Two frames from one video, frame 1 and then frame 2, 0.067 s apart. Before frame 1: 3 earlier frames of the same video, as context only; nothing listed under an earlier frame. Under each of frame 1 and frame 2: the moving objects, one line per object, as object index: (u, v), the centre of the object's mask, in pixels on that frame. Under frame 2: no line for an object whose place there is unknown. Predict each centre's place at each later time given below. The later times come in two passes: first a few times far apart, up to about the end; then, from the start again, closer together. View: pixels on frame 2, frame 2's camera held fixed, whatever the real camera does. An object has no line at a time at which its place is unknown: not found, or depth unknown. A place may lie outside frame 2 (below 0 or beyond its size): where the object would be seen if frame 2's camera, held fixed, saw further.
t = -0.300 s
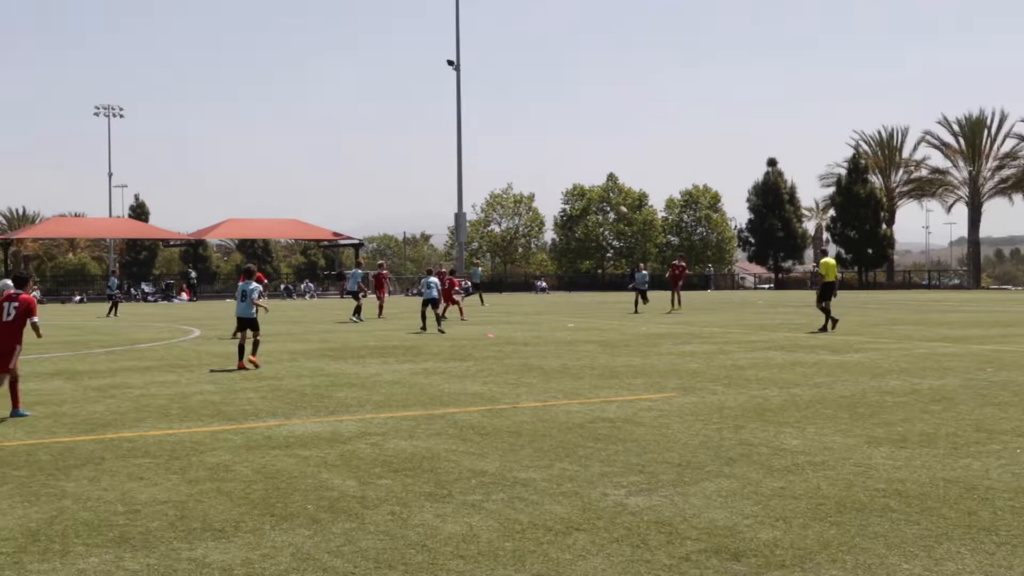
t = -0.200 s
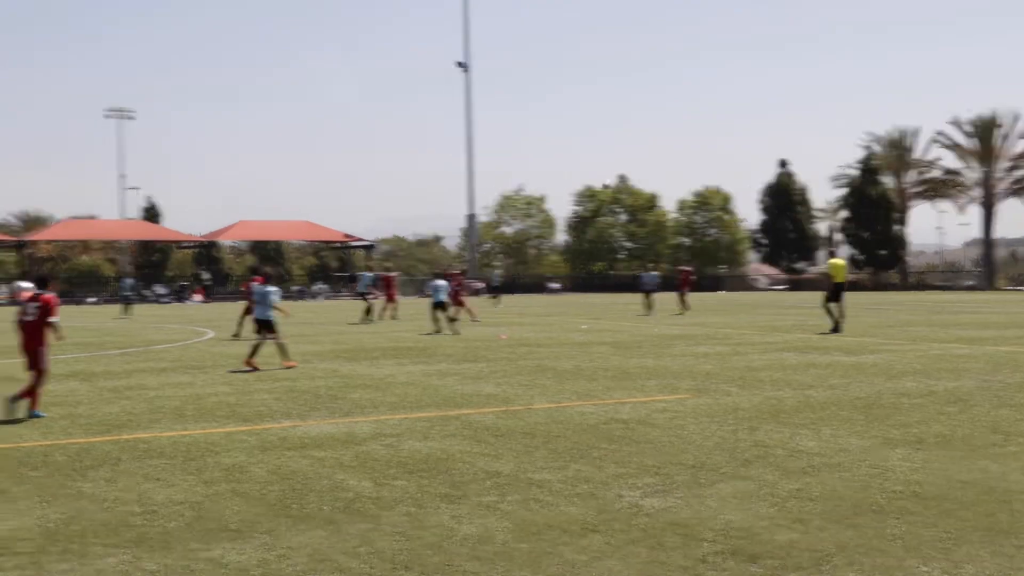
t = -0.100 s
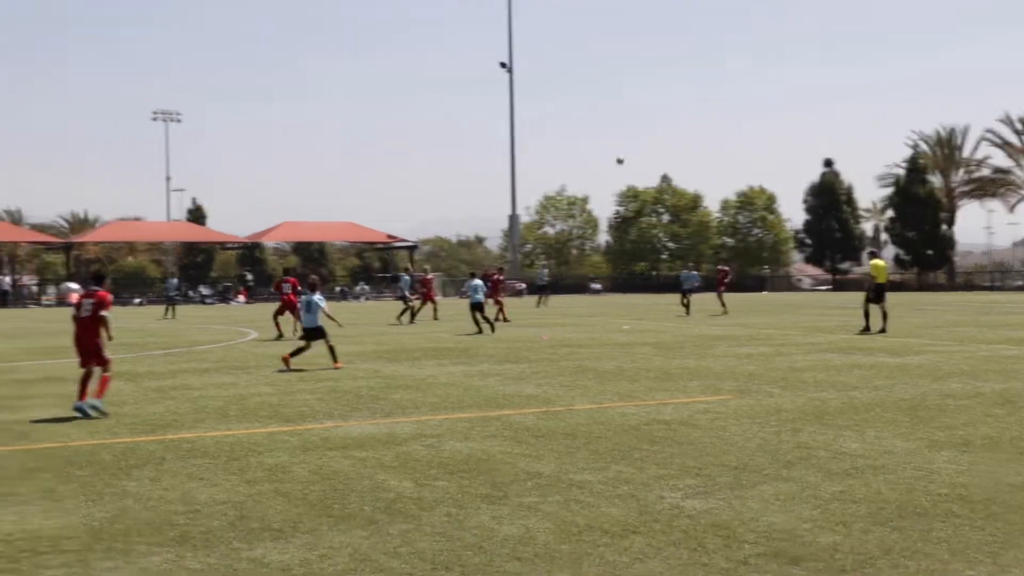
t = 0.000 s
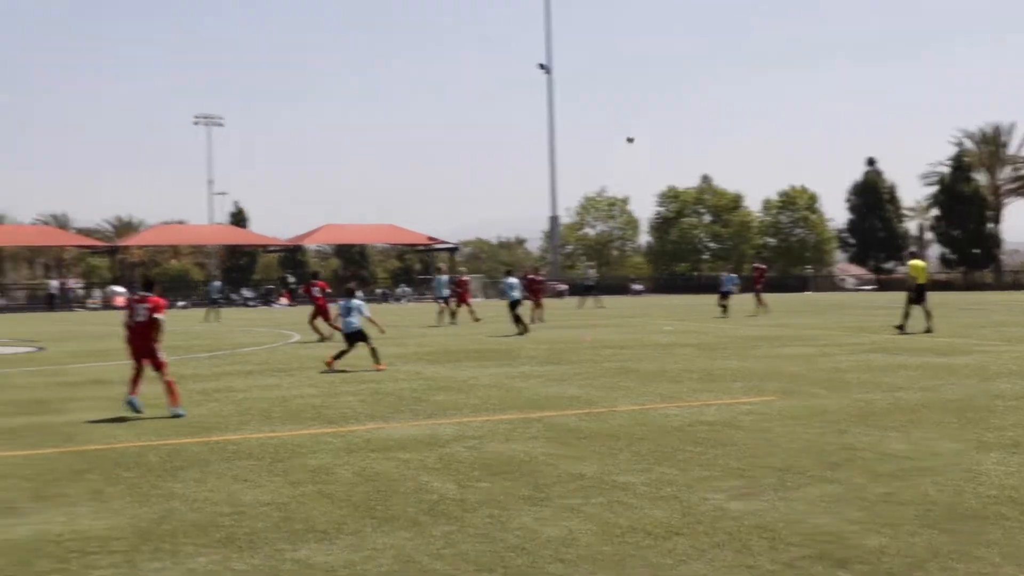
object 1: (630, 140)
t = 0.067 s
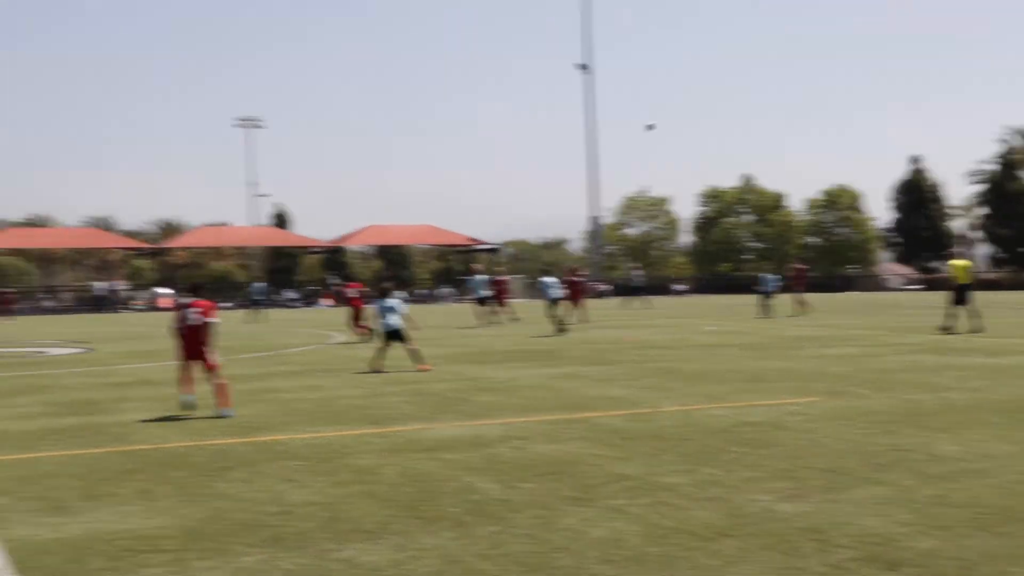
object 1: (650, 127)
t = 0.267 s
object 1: (592, 98)
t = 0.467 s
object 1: (528, 84)
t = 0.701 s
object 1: (451, 86)
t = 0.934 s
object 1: (371, 109)
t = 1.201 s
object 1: (273, 161)
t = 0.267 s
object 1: (592, 98)
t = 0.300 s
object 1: (581, 95)
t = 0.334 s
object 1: (571, 92)
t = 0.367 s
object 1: (561, 89)
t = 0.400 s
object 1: (550, 86)
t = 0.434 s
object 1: (539, 85)
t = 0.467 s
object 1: (528, 84)
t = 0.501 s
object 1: (518, 83)
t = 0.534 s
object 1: (507, 82)
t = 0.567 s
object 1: (495, 82)
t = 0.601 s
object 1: (485, 82)
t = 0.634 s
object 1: (474, 83)
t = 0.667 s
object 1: (462, 84)
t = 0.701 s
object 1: (451, 86)
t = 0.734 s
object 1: (440, 88)
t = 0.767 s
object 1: (428, 90)
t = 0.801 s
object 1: (417, 93)
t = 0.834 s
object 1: (405, 96)
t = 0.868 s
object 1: (394, 100)
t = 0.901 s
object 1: (382, 104)
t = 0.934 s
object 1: (371, 109)
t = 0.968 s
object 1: (358, 114)
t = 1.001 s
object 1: (346, 119)
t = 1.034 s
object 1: (334, 125)
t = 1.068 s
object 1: (323, 131)
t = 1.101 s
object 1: (310, 138)
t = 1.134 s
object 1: (298, 145)
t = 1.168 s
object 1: (285, 153)
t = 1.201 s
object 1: (273, 161)
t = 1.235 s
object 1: (260, 170)
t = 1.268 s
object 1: (248, 180)
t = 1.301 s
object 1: (235, 189)
